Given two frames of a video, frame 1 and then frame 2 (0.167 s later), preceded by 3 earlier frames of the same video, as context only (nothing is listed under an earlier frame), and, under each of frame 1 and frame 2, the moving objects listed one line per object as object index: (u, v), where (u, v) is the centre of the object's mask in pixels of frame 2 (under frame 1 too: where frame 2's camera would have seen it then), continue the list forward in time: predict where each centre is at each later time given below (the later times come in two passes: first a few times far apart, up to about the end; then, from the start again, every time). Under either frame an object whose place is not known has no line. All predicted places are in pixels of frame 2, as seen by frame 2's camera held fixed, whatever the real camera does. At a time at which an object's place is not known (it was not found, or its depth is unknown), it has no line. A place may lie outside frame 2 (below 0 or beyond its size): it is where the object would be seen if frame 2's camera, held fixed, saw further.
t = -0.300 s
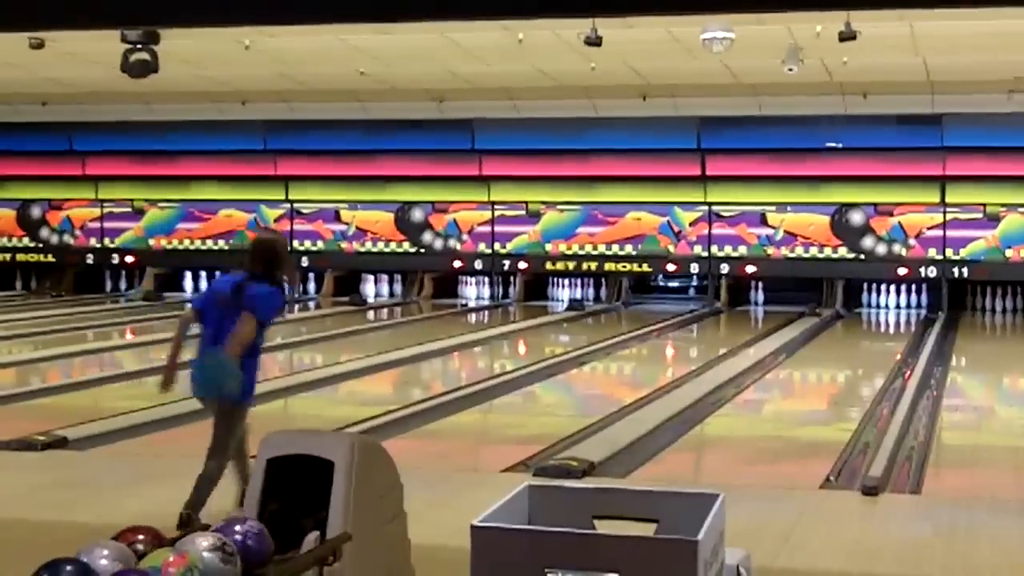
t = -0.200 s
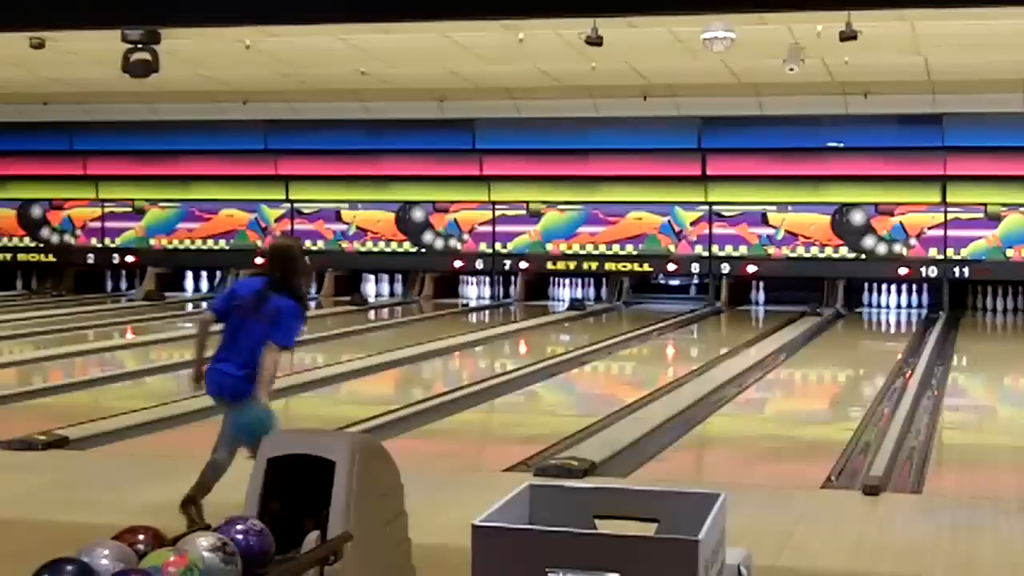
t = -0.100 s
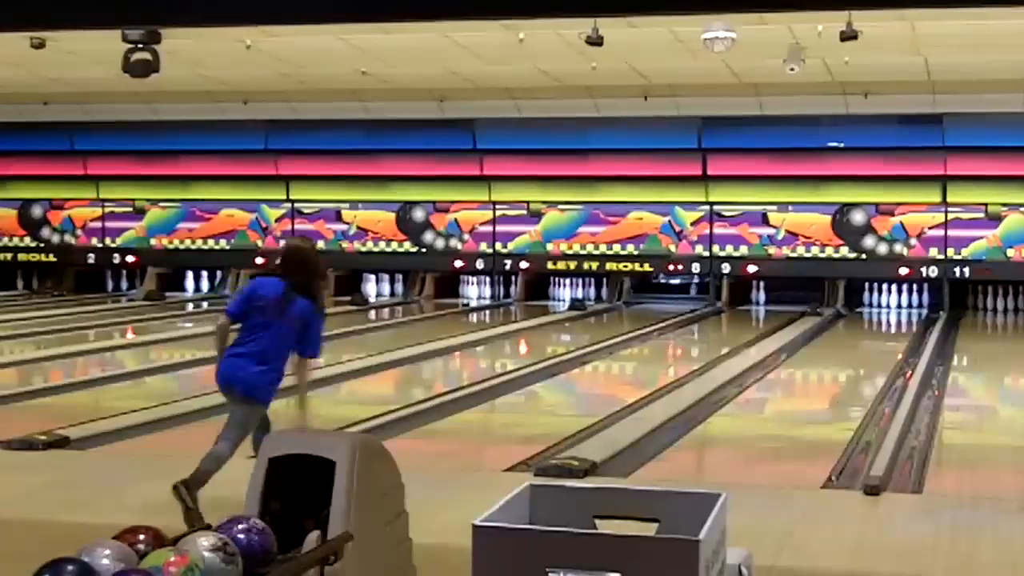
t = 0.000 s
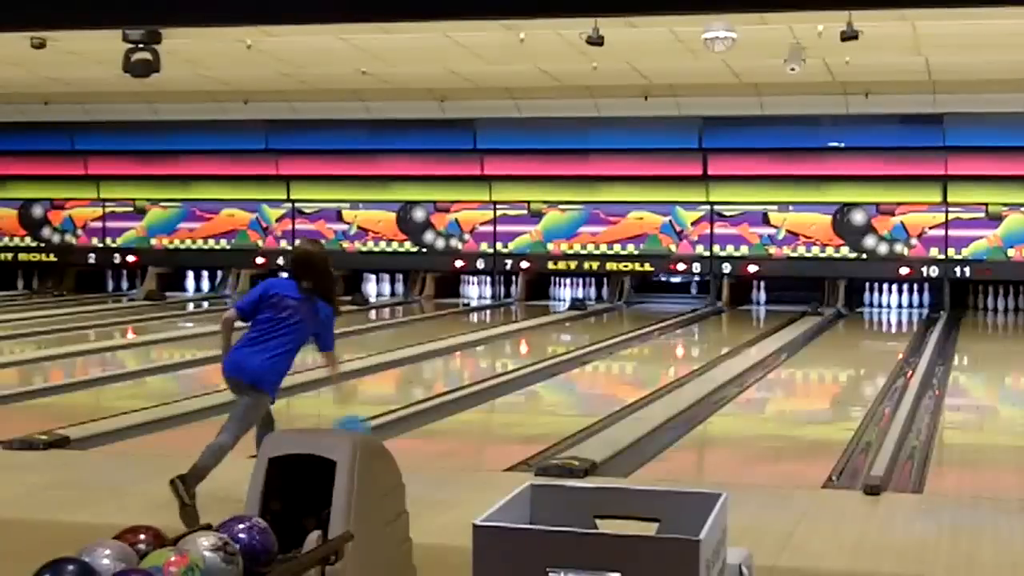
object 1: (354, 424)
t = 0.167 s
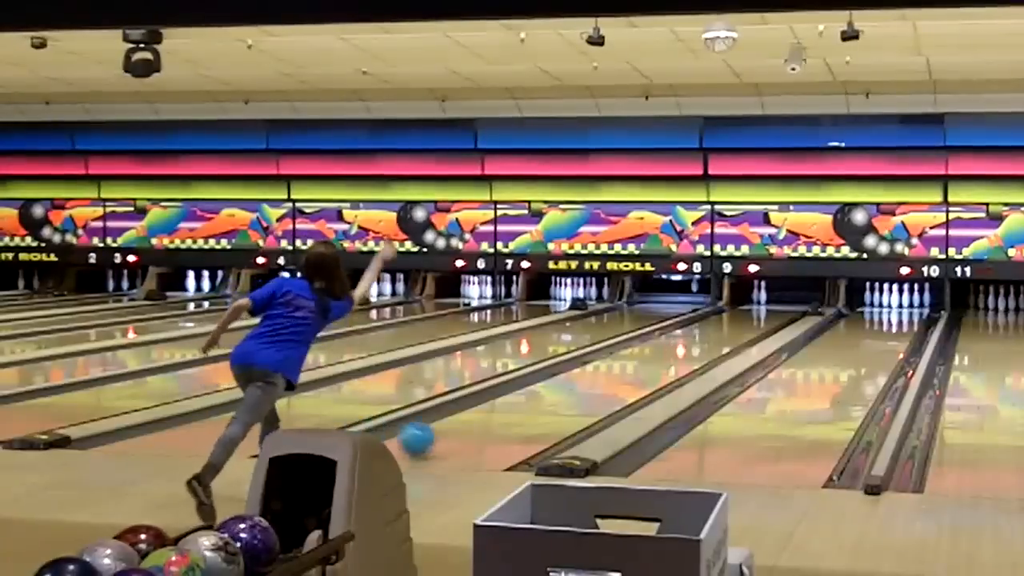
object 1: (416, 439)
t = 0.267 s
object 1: (449, 425)
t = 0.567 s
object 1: (528, 395)
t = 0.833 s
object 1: (580, 374)
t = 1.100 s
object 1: (620, 357)
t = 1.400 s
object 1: (656, 342)
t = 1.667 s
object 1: (682, 330)
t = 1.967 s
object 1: (706, 321)
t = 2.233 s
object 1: (725, 313)
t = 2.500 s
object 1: (740, 308)
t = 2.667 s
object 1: (747, 305)
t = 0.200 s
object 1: (427, 435)
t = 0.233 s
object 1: (439, 428)
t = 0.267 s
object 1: (449, 425)
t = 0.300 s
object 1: (460, 422)
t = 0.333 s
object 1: (469, 419)
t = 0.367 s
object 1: (478, 416)
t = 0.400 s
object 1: (487, 412)
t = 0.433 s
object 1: (496, 408)
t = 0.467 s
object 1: (504, 405)
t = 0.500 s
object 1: (512, 402)
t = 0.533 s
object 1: (520, 398)
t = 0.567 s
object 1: (528, 395)
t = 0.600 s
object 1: (534, 392)
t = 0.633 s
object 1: (541, 389)
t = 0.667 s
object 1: (548, 386)
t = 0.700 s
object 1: (556, 384)
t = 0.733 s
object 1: (561, 381)
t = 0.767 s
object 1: (567, 379)
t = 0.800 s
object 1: (574, 376)
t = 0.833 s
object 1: (580, 374)
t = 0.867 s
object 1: (585, 371)
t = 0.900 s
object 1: (590, 369)
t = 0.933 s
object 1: (596, 367)
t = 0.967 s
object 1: (601, 365)
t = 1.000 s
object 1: (605, 363)
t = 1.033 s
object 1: (611, 360)
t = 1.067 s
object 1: (615, 359)
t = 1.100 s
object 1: (620, 357)
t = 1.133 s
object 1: (624, 355)
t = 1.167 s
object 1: (629, 353)
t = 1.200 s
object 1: (633, 351)
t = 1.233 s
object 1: (637, 349)
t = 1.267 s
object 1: (641, 348)
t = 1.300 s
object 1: (644, 346)
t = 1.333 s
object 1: (649, 344)
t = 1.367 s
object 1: (652, 343)
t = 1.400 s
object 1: (656, 342)
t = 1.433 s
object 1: (660, 341)
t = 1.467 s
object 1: (663, 339)
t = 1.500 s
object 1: (666, 337)
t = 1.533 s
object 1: (669, 336)
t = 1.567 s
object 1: (672, 335)
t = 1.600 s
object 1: (676, 333)
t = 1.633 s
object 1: (679, 332)
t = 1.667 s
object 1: (682, 330)
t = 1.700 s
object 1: (687, 329)
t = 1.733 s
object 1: (689, 328)
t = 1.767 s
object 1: (691, 327)
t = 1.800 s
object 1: (694, 326)
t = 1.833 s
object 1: (697, 325)
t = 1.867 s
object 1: (699, 324)
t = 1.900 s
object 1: (702, 323)
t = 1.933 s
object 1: (704, 322)
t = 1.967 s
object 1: (706, 321)
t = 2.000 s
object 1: (709, 320)
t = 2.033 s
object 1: (712, 319)
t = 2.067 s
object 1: (714, 318)
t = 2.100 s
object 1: (716, 317)
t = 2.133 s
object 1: (718, 316)
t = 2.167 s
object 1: (720, 315)
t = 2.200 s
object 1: (722, 314)
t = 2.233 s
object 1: (725, 313)
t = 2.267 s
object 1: (727, 312)
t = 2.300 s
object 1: (728, 312)
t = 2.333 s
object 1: (730, 311)
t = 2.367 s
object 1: (732, 311)
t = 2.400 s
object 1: (734, 310)
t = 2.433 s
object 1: (736, 309)
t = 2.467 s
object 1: (737, 309)
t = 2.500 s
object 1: (740, 308)
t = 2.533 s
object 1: (741, 307)
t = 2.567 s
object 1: (743, 306)
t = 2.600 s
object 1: (744, 306)
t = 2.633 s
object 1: (745, 305)
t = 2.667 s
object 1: (747, 305)
